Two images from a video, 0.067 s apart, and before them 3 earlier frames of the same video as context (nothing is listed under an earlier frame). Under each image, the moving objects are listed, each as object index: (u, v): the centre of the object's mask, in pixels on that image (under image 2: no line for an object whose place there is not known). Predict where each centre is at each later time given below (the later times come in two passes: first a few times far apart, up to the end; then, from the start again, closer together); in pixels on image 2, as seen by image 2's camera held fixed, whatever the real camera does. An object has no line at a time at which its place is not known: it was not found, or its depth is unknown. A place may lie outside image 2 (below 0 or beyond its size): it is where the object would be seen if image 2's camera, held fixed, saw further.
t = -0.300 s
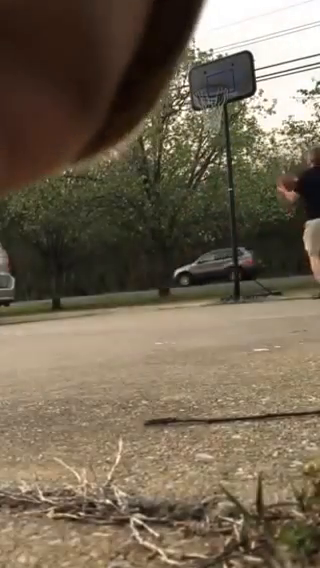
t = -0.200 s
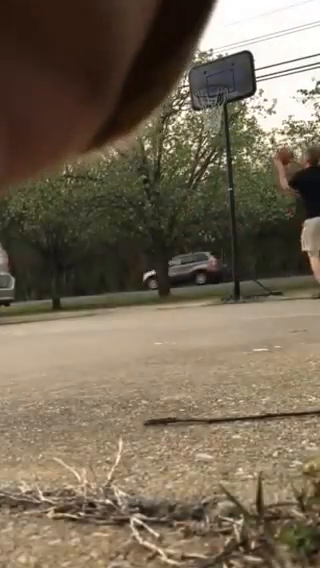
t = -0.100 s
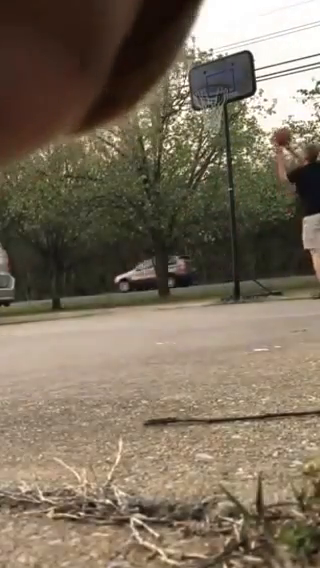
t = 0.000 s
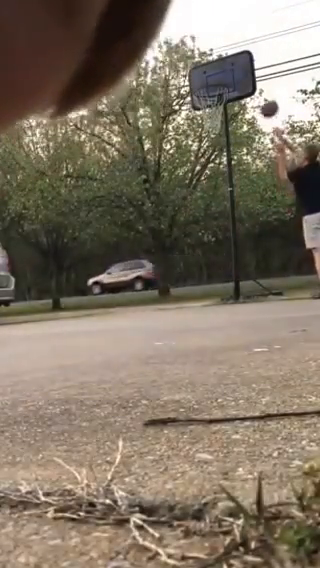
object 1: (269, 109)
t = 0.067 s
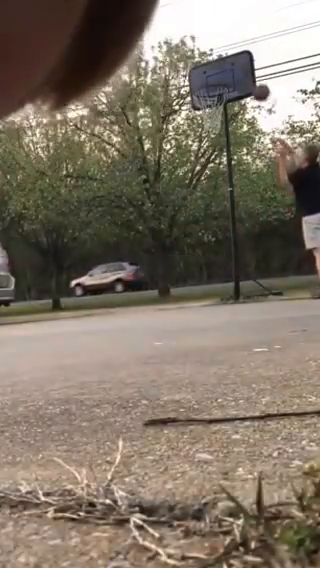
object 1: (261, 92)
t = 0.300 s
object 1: (236, 65)
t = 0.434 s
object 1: (224, 64)
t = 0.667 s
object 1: (200, 86)
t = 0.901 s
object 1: (189, 88)
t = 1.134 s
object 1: (179, 111)
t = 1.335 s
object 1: (169, 159)
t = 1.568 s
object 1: (166, 252)
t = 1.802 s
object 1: (151, 254)
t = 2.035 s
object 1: (132, 203)
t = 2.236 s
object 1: (119, 188)
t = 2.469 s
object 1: (103, 202)
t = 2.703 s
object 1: (95, 257)
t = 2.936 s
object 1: (84, 285)
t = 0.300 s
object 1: (236, 65)
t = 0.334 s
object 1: (234, 63)
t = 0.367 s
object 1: (232, 62)
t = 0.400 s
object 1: (227, 63)
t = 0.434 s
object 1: (224, 64)
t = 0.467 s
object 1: (221, 65)
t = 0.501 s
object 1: (219, 69)
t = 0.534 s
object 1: (214, 73)
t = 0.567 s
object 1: (208, 74)
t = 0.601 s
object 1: (205, 80)
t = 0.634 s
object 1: (201, 86)
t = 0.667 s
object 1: (200, 86)
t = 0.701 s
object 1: (200, 85)
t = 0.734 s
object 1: (199, 85)
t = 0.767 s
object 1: (199, 86)
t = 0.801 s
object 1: (196, 86)
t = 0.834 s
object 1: (194, 86)
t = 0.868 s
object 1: (191, 88)
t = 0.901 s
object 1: (189, 88)
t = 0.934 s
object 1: (185, 90)
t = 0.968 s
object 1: (185, 90)
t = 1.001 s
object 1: (185, 93)
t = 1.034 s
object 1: (183, 95)
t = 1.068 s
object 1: (182, 99)
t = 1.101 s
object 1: (181, 103)
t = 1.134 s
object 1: (179, 111)
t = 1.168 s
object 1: (176, 117)
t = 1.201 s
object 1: (176, 123)
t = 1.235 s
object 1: (175, 132)
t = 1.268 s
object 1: (172, 141)
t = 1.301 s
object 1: (171, 149)
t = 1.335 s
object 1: (169, 159)
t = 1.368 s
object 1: (169, 171)
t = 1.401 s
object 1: (168, 183)
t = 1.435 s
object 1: (168, 194)
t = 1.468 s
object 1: (168, 208)
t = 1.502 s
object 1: (167, 222)
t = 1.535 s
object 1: (166, 237)
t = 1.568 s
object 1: (166, 252)
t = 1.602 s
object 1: (165, 269)
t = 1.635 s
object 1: (165, 284)
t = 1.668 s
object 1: (165, 301)
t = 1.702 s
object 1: (161, 289)
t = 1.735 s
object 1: (157, 276)
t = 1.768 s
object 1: (153, 264)
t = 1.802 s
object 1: (151, 254)
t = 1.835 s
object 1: (148, 245)
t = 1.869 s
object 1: (144, 234)
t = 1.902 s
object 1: (142, 226)
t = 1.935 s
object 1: (138, 218)
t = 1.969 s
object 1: (135, 211)
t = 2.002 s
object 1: (134, 207)
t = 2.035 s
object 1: (132, 203)
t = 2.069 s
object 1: (129, 198)
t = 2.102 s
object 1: (127, 195)
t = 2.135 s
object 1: (125, 193)
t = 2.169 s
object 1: (124, 191)
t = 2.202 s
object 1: (120, 188)
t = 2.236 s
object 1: (119, 188)
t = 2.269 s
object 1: (117, 188)
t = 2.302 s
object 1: (115, 188)
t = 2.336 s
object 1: (113, 190)
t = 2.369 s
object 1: (113, 190)
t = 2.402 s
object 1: (108, 193)
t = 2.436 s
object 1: (105, 198)
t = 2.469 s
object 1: (103, 202)
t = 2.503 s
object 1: (102, 208)
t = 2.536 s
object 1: (101, 214)
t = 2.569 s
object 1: (100, 221)
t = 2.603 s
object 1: (98, 229)
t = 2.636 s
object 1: (97, 239)
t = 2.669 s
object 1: (95, 247)
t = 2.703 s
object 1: (95, 257)
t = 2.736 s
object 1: (93, 267)
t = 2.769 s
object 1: (92, 279)
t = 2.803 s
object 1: (91, 292)
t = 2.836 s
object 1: (90, 305)
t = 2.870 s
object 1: (88, 302)
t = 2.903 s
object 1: (87, 293)
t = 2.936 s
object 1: (84, 285)
